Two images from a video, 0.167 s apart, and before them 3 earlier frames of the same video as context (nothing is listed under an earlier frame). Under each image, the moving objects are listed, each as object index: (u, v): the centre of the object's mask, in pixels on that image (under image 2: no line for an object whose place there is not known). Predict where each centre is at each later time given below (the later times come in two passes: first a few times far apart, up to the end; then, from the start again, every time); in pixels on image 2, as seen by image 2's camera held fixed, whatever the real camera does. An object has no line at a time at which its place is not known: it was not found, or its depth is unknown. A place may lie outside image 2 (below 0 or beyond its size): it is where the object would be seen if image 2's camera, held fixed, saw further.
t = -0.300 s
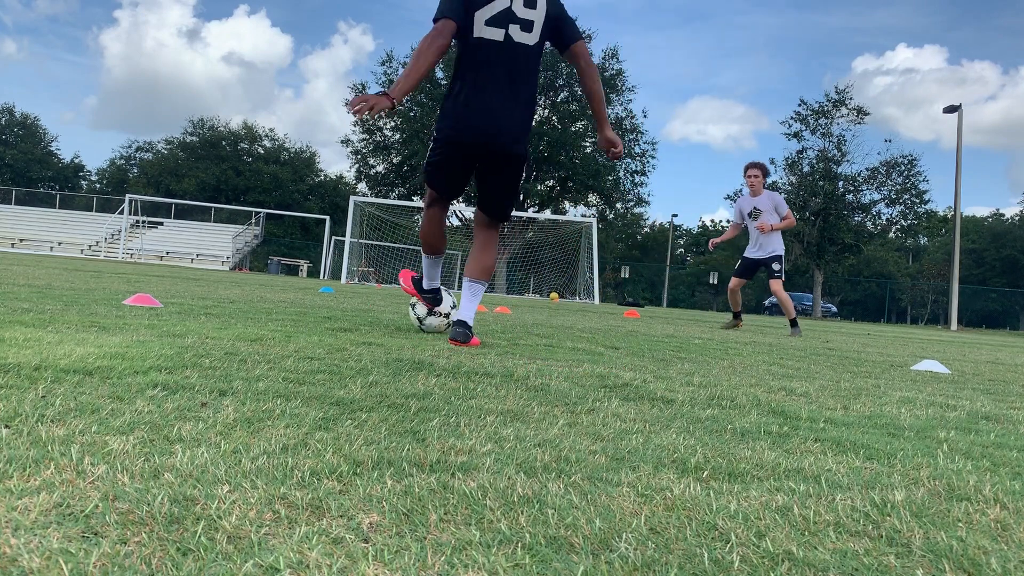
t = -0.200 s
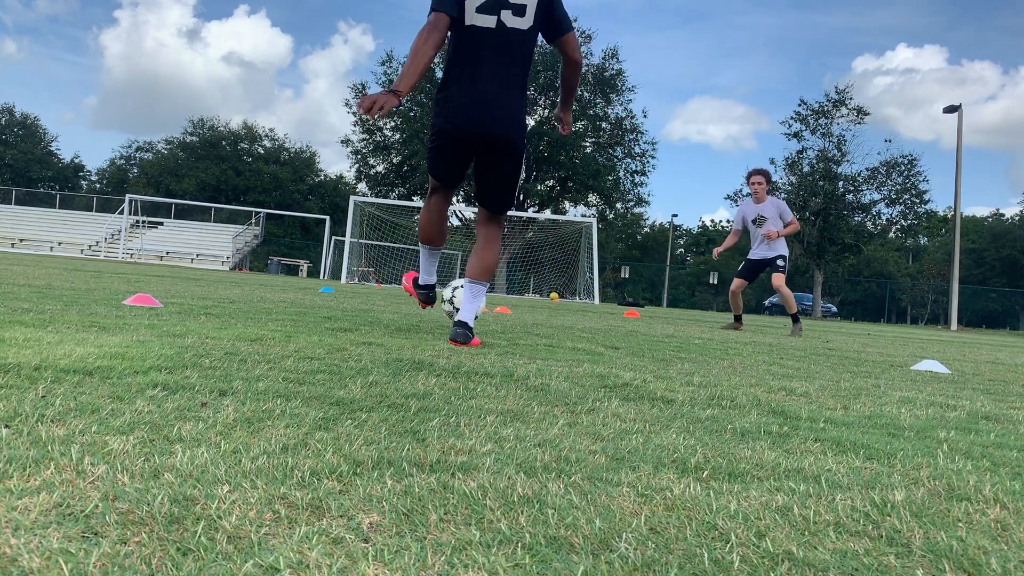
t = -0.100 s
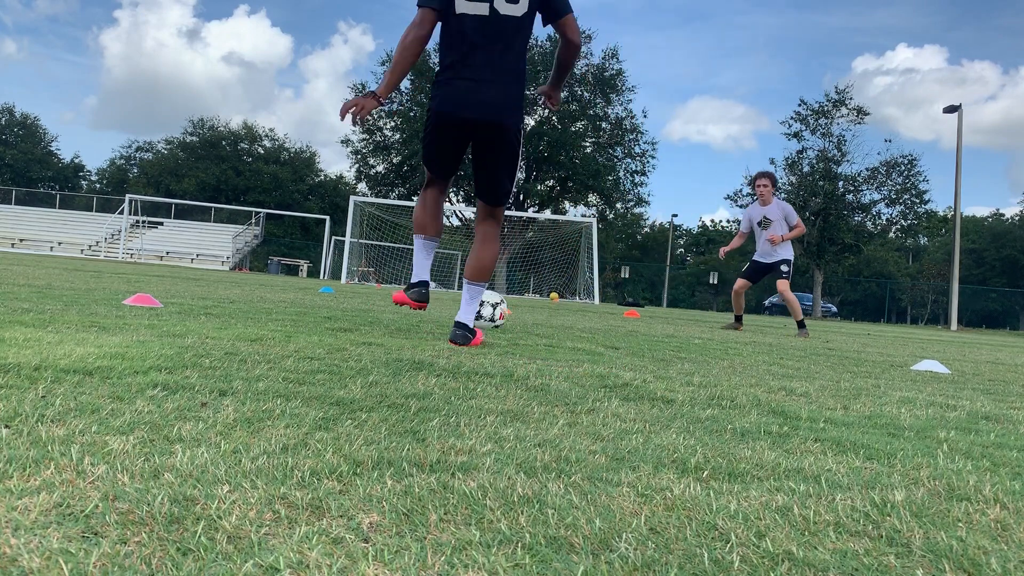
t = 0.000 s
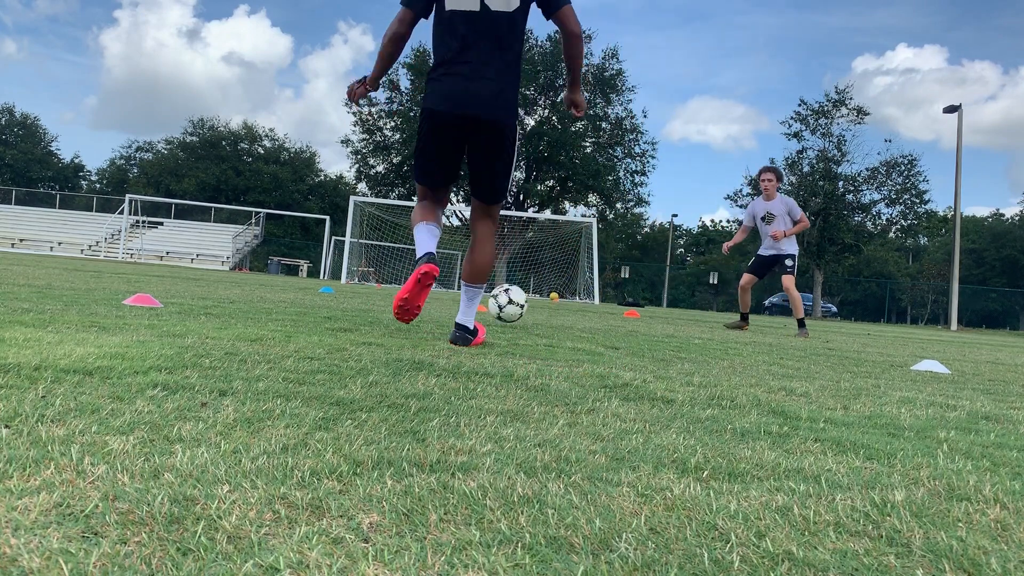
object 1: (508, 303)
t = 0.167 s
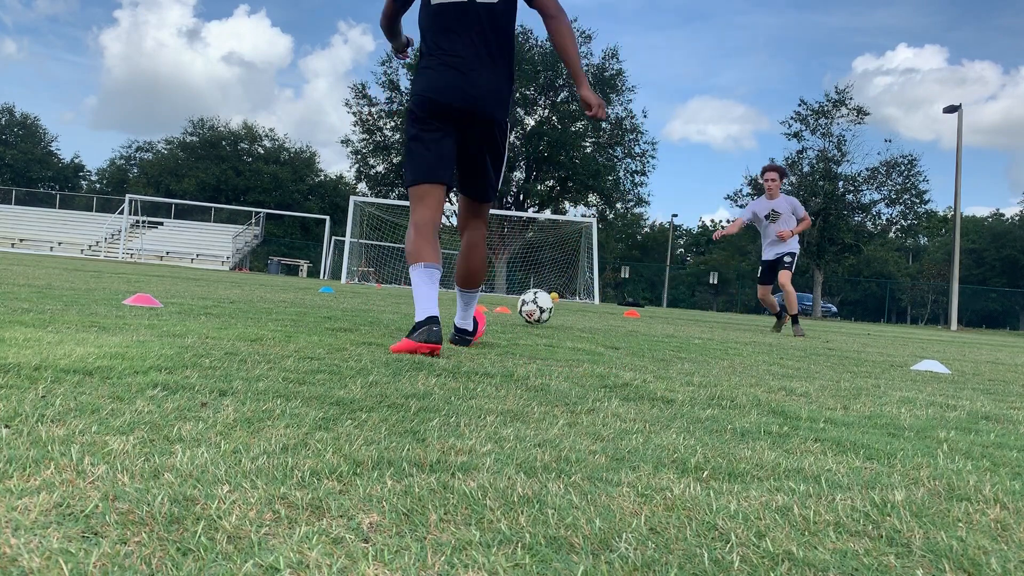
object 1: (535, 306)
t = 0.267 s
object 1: (549, 311)
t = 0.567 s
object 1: (581, 312)
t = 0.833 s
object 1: (604, 313)
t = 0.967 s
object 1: (614, 314)
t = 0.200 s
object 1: (540, 307)
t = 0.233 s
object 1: (545, 309)
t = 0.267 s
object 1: (549, 311)
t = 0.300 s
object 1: (553, 309)
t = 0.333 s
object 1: (557, 309)
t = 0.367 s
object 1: (561, 311)
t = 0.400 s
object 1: (565, 312)
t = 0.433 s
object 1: (568, 312)
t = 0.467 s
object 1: (572, 311)
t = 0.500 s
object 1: (576, 311)
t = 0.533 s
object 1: (578, 312)
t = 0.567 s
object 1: (581, 312)
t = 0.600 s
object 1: (584, 312)
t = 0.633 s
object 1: (587, 312)
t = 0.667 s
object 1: (590, 313)
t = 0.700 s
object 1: (593, 313)
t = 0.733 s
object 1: (597, 313)
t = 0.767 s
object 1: (599, 313)
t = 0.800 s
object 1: (602, 313)
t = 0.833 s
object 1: (604, 313)
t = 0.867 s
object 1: (607, 313)
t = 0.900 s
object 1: (609, 313)
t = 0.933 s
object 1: (612, 314)
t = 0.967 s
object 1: (614, 314)
